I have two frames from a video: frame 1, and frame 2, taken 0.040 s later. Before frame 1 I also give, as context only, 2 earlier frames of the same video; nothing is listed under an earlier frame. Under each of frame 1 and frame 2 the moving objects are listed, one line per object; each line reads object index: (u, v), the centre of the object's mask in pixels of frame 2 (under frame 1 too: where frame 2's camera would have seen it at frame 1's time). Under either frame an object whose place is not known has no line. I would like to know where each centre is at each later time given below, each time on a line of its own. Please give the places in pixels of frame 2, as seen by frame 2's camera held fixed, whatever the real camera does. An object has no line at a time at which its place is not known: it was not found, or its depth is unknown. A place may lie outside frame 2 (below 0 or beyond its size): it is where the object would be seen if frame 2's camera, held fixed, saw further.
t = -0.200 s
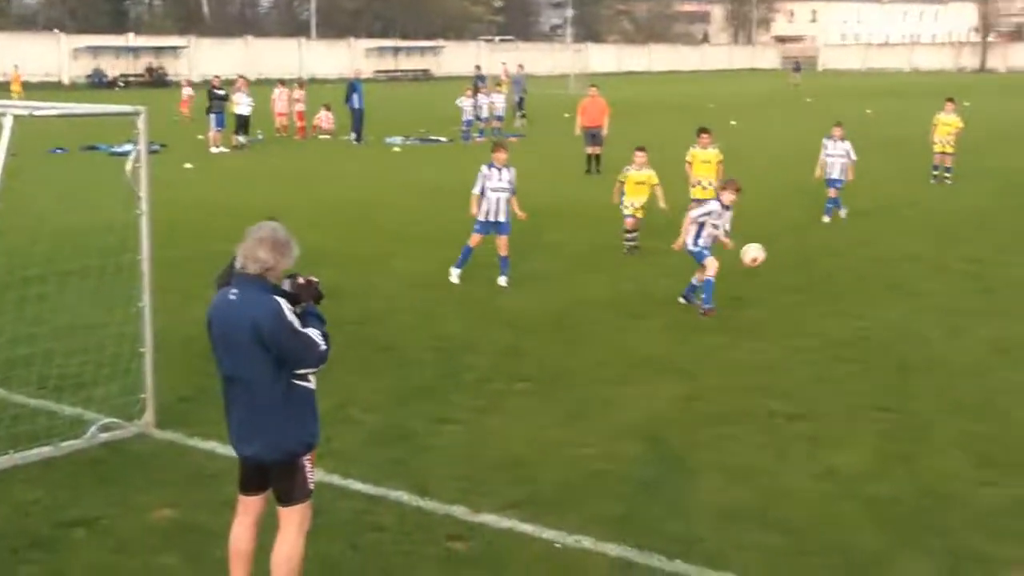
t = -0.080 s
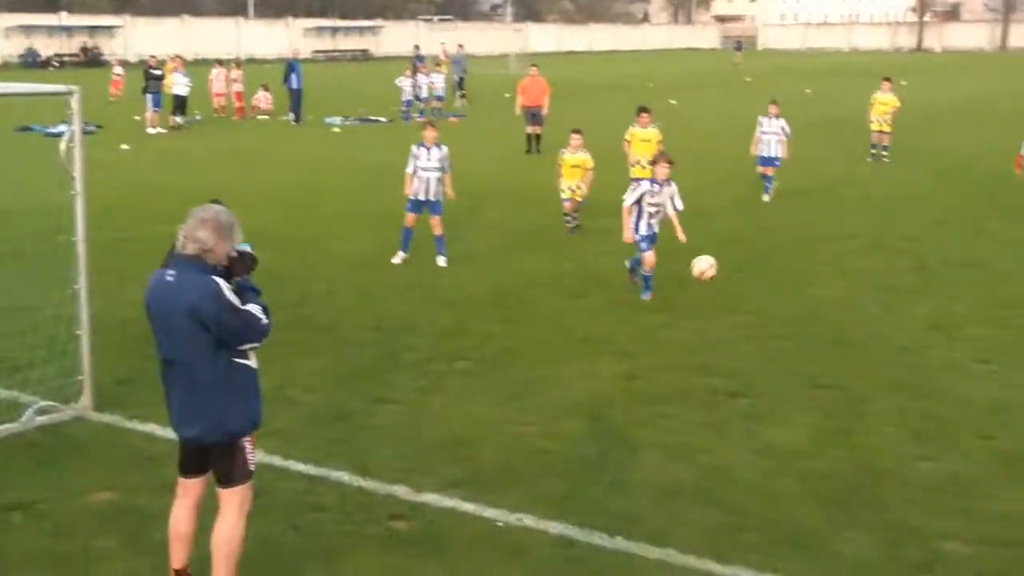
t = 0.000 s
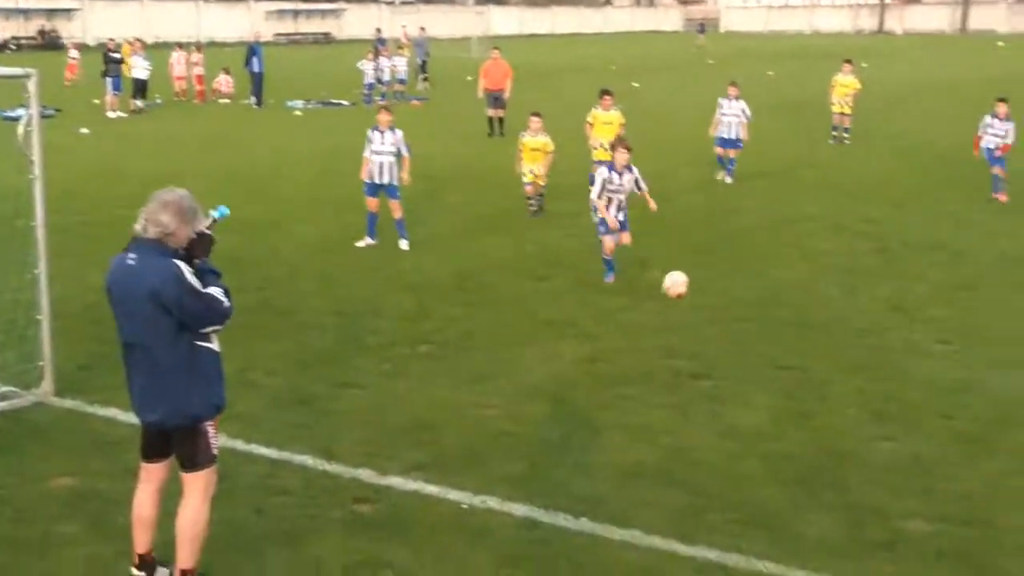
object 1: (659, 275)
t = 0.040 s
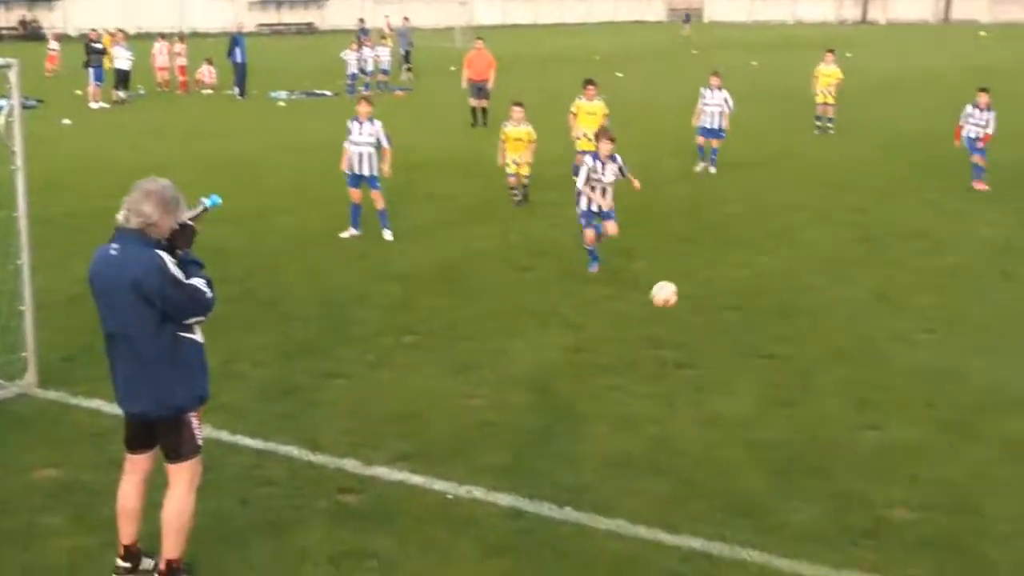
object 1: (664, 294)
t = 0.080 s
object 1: (668, 317)
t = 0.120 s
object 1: (665, 322)
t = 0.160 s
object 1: (657, 315)
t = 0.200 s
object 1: (648, 310)
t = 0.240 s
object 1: (638, 306)
